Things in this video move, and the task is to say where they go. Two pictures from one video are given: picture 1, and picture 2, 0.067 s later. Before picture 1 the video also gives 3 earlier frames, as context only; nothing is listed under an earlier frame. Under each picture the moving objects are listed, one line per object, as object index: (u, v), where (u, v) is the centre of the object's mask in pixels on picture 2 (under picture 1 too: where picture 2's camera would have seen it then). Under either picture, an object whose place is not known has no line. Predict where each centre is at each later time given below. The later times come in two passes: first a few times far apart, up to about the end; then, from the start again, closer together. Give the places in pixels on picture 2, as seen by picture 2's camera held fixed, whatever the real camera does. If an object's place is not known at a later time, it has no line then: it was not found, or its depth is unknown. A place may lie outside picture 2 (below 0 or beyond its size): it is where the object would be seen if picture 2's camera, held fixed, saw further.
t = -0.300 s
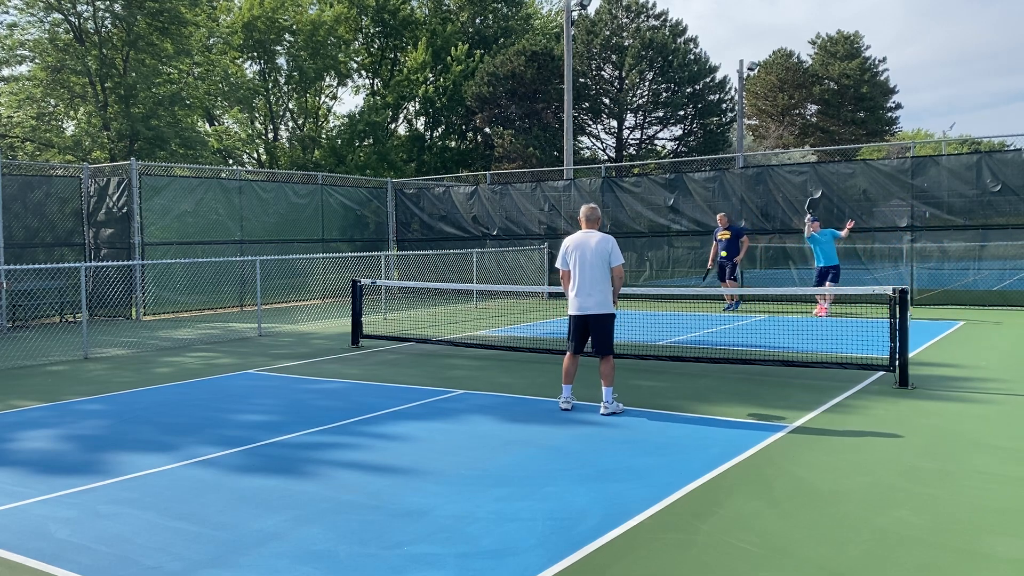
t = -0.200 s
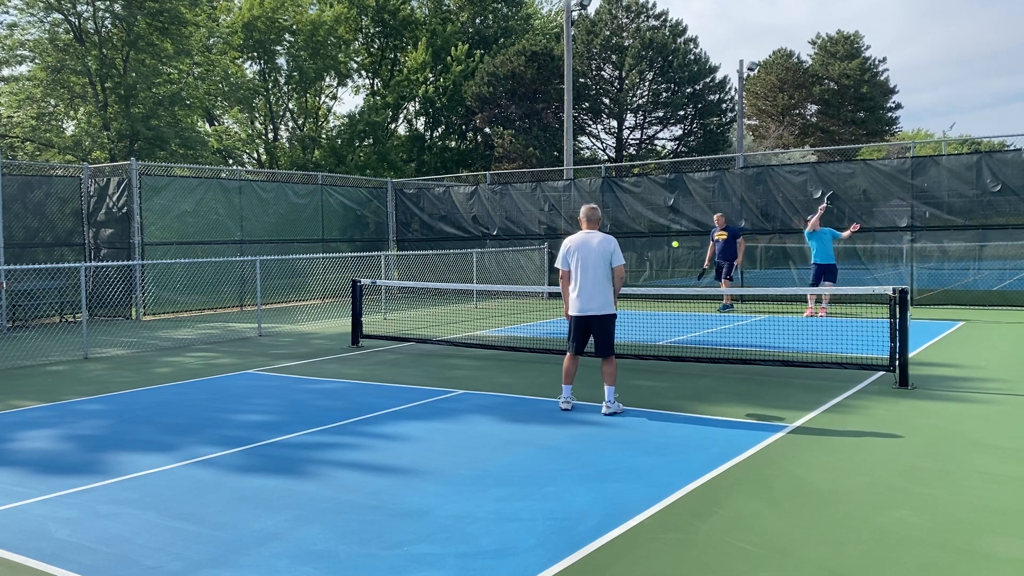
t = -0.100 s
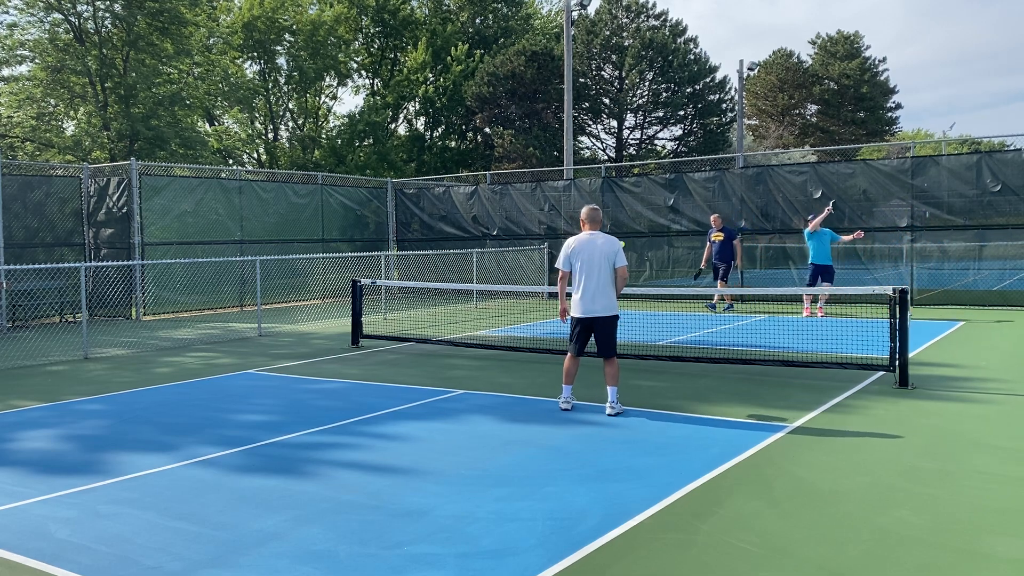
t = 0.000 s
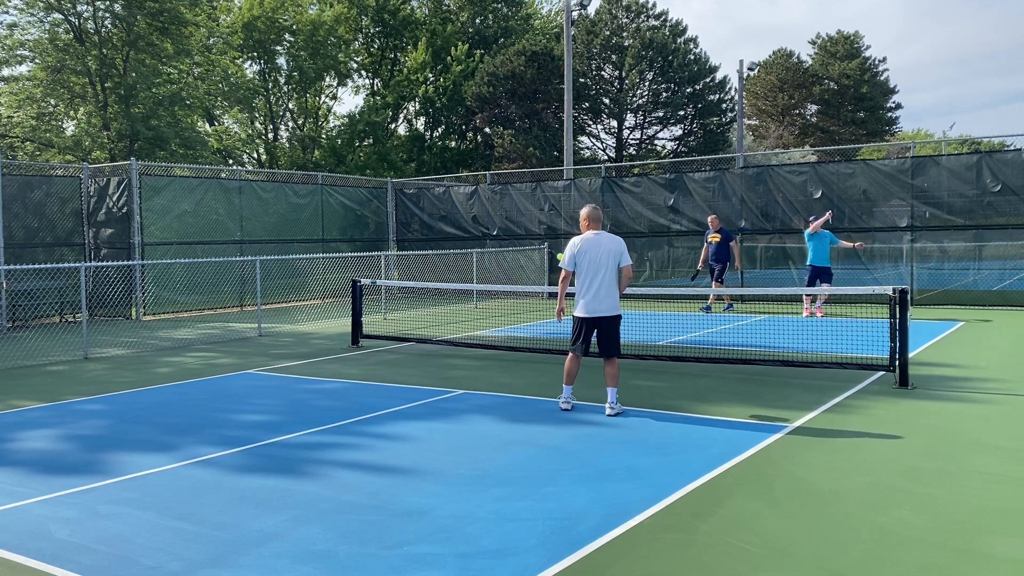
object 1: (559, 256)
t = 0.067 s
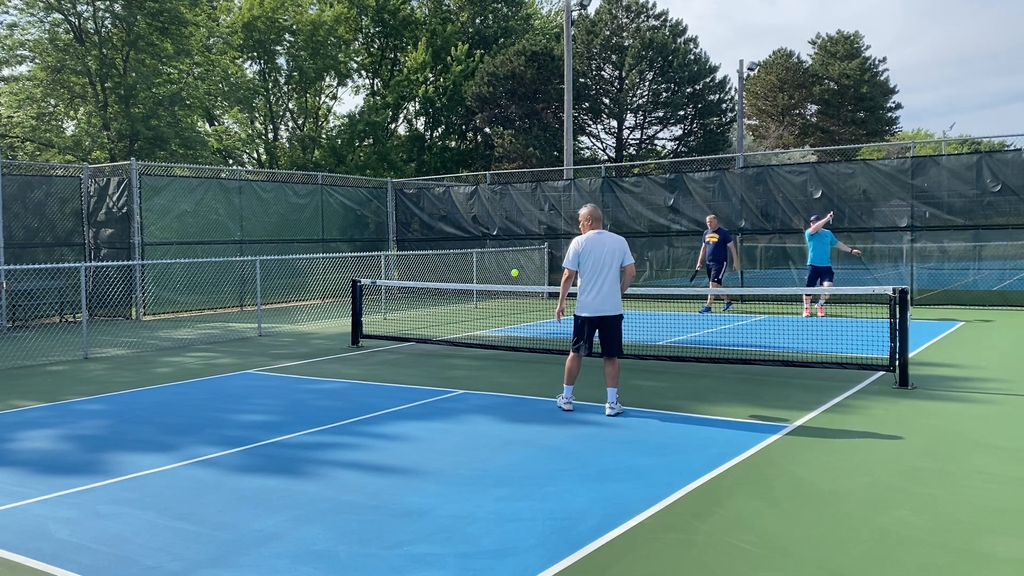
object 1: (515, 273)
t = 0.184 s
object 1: (422, 321)
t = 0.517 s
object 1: (75, 384)
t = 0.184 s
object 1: (422, 321)
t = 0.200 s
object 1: (407, 330)
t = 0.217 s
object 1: (392, 340)
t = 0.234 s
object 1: (376, 351)
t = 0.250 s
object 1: (359, 363)
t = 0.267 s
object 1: (343, 375)
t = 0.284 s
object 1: (325, 388)
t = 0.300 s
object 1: (307, 403)
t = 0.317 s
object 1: (289, 417)
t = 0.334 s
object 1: (270, 429)
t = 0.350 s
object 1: (255, 423)
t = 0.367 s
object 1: (240, 417)
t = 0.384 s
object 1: (223, 412)
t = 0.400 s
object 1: (207, 407)
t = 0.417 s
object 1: (190, 403)
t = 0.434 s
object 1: (172, 399)
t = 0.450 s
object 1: (154, 395)
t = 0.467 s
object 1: (135, 391)
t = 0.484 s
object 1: (116, 388)
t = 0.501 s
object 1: (96, 386)
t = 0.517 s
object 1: (75, 384)
